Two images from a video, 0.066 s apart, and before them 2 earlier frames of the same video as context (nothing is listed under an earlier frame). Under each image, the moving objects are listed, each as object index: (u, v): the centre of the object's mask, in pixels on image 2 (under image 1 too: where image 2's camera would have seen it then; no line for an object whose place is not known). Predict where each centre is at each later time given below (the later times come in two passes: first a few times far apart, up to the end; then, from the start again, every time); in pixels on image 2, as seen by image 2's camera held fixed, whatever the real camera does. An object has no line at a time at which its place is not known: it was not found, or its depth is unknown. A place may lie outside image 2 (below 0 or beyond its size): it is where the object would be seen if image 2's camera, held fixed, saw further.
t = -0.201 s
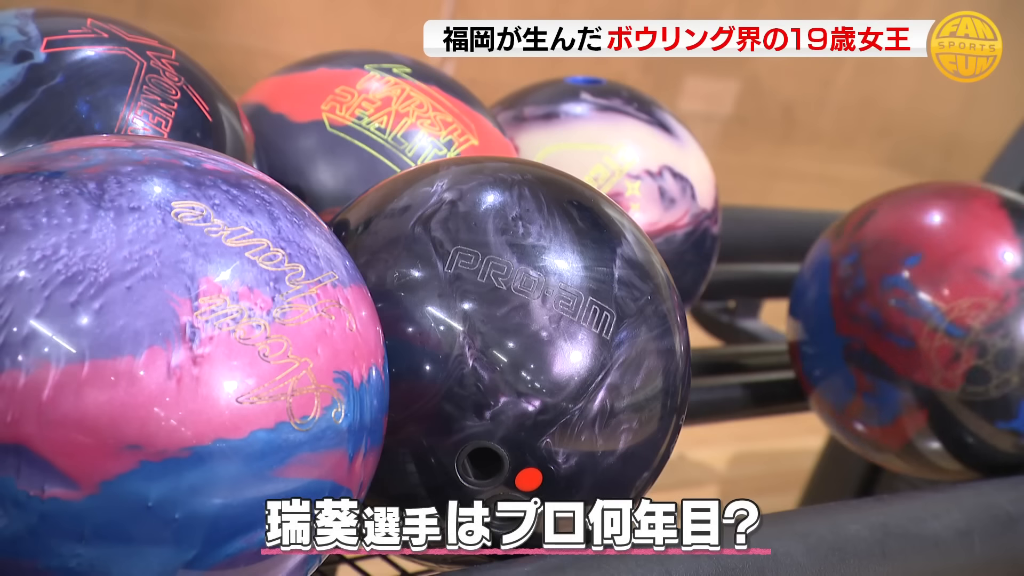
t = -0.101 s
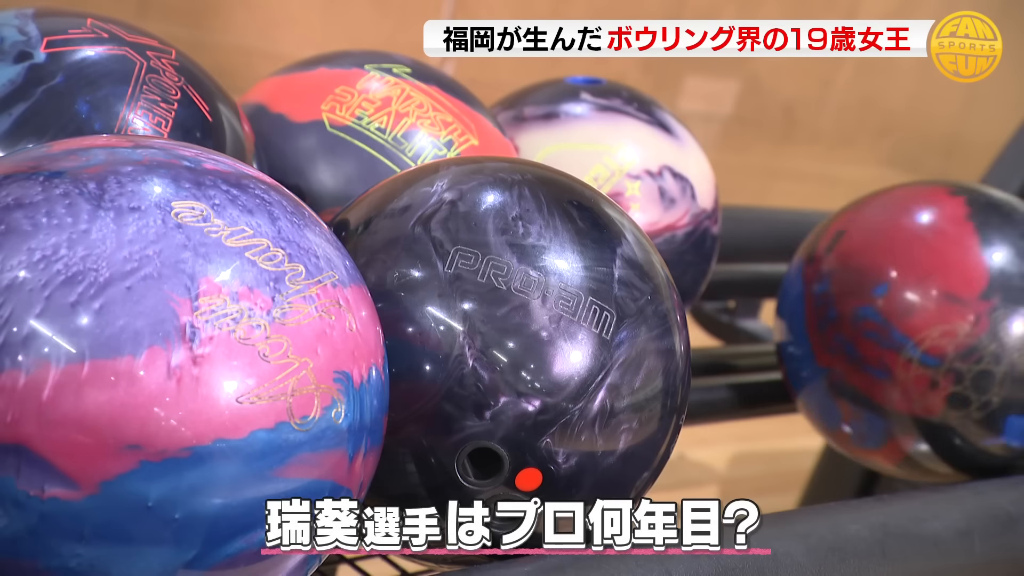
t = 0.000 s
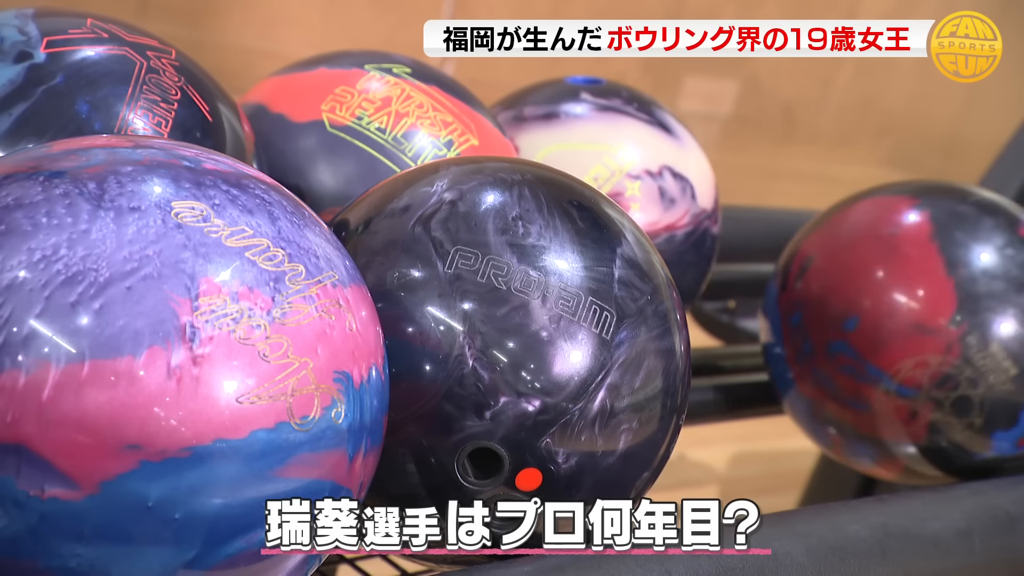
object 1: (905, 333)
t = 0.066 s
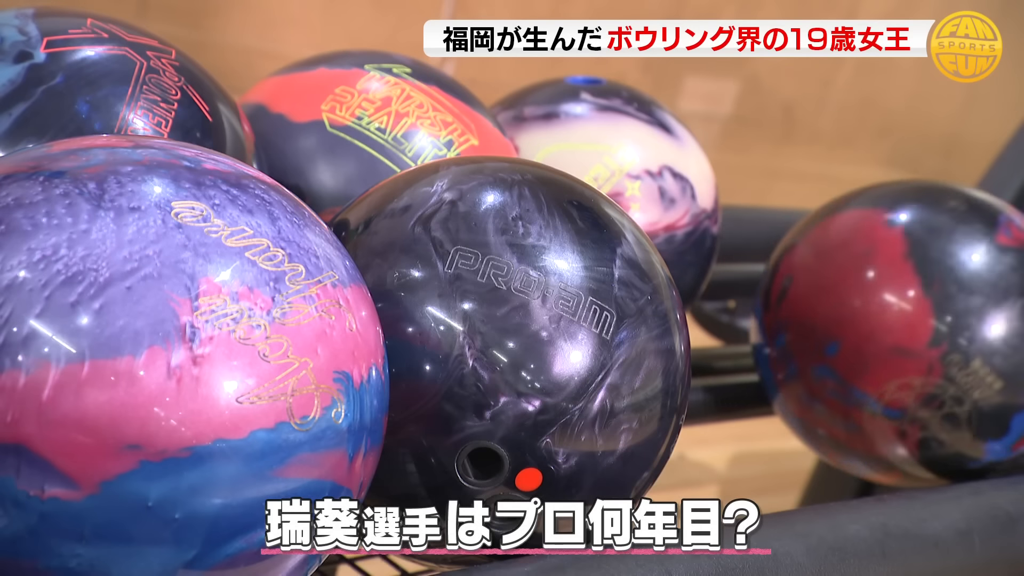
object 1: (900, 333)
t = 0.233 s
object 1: (884, 334)
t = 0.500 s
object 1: (849, 337)
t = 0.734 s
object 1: (818, 330)
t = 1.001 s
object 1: (776, 337)
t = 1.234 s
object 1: (775, 337)
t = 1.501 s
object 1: (775, 337)
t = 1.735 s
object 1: (775, 337)
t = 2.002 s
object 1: (775, 337)
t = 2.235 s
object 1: (775, 337)
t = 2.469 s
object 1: (775, 337)
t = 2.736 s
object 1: (775, 337)
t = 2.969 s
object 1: (775, 337)
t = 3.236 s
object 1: (775, 337)
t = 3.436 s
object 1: (775, 337)
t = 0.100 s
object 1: (897, 333)
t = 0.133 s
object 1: (894, 334)
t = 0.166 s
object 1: (891, 334)
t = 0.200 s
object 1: (888, 334)
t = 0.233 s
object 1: (884, 334)
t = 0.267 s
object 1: (881, 335)
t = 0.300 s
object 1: (877, 335)
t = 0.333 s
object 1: (872, 335)
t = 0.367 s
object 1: (868, 336)
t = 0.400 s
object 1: (864, 336)
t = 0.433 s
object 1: (859, 337)
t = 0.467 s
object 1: (854, 337)
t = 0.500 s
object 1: (849, 337)
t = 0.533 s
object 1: (844, 337)
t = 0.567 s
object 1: (839, 337)
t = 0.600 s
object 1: (834, 337)
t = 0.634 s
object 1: (829, 337)
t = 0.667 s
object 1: (824, 336)
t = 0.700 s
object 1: (819, 337)
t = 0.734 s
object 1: (818, 330)
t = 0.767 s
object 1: (813, 329)
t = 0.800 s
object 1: (807, 331)
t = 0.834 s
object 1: (803, 332)
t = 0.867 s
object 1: (797, 334)
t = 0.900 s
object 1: (791, 336)
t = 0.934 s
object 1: (787, 335)
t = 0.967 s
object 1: (782, 336)
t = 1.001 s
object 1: (776, 337)
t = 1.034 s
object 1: (775, 337)
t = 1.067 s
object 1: (775, 338)
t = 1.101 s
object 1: (776, 337)
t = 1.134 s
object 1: (776, 337)
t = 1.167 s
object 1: (775, 338)
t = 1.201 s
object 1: (775, 338)
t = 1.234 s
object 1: (775, 337)
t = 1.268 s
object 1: (775, 337)
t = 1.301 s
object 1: (775, 337)
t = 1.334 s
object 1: (775, 337)
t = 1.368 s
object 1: (775, 337)
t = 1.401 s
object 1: (775, 337)
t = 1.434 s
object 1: (775, 337)
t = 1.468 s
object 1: (775, 337)
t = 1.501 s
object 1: (775, 337)
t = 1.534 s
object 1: (775, 337)
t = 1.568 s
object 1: (775, 337)
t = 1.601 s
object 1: (775, 337)
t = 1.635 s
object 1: (775, 337)
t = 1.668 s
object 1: (775, 337)
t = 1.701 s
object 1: (775, 337)
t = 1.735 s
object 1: (775, 337)
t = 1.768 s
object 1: (775, 337)
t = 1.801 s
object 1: (775, 337)
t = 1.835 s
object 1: (775, 337)
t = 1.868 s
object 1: (775, 337)
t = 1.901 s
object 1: (775, 337)
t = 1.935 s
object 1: (775, 337)
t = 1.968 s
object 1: (775, 337)
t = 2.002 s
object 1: (775, 337)
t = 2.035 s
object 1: (775, 337)
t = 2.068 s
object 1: (775, 337)
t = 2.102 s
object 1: (775, 337)
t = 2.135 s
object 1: (775, 337)
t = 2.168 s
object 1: (775, 337)
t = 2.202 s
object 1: (775, 337)
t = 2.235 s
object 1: (775, 337)
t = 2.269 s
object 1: (775, 337)
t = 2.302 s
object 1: (775, 337)
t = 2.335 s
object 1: (775, 337)
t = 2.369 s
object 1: (775, 337)
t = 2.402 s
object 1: (775, 337)
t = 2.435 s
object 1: (775, 337)
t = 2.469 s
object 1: (775, 337)
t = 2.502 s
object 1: (775, 337)
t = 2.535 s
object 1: (775, 337)
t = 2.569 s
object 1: (775, 337)
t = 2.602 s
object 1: (775, 337)
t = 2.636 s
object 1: (775, 337)
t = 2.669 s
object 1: (775, 337)
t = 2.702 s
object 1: (775, 337)
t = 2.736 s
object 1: (775, 337)
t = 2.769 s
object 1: (775, 337)
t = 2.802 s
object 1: (775, 337)
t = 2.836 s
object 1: (775, 337)
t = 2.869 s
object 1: (775, 337)
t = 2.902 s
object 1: (775, 337)
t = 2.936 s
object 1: (775, 337)
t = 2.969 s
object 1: (775, 337)
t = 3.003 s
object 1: (775, 337)
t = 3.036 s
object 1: (775, 337)
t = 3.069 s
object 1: (775, 337)
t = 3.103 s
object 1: (775, 337)
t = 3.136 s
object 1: (775, 337)
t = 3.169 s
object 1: (775, 337)
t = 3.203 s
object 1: (775, 337)
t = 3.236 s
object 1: (775, 337)
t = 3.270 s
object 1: (775, 337)
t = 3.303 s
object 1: (775, 337)
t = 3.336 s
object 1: (775, 337)
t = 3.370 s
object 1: (775, 337)
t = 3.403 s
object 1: (775, 337)
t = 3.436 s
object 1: (775, 337)
